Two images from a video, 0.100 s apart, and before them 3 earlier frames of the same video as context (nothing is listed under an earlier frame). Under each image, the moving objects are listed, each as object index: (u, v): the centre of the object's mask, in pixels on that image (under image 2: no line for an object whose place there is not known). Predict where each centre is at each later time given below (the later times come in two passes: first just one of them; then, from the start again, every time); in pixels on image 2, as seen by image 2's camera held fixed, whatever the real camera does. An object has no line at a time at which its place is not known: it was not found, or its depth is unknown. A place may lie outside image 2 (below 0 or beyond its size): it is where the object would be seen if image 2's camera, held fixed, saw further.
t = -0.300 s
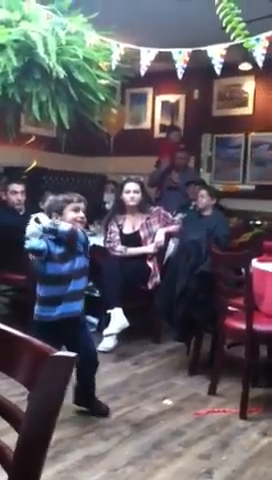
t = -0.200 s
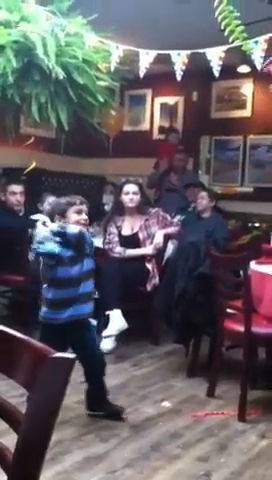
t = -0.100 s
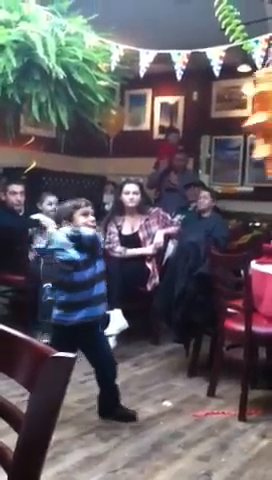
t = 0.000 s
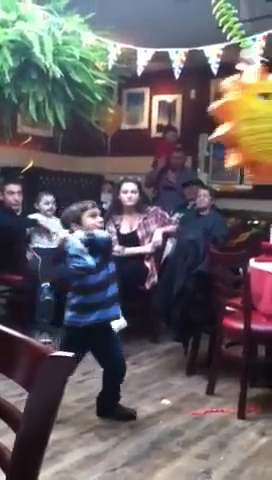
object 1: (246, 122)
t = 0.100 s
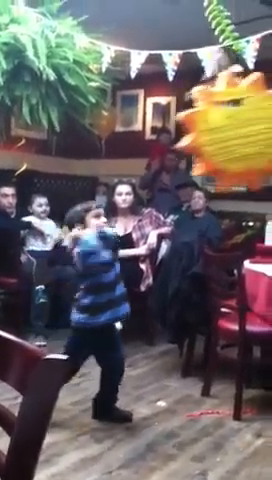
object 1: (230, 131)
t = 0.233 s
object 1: (207, 135)
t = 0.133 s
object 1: (226, 132)
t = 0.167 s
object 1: (223, 132)
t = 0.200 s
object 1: (215, 134)
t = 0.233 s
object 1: (207, 135)
